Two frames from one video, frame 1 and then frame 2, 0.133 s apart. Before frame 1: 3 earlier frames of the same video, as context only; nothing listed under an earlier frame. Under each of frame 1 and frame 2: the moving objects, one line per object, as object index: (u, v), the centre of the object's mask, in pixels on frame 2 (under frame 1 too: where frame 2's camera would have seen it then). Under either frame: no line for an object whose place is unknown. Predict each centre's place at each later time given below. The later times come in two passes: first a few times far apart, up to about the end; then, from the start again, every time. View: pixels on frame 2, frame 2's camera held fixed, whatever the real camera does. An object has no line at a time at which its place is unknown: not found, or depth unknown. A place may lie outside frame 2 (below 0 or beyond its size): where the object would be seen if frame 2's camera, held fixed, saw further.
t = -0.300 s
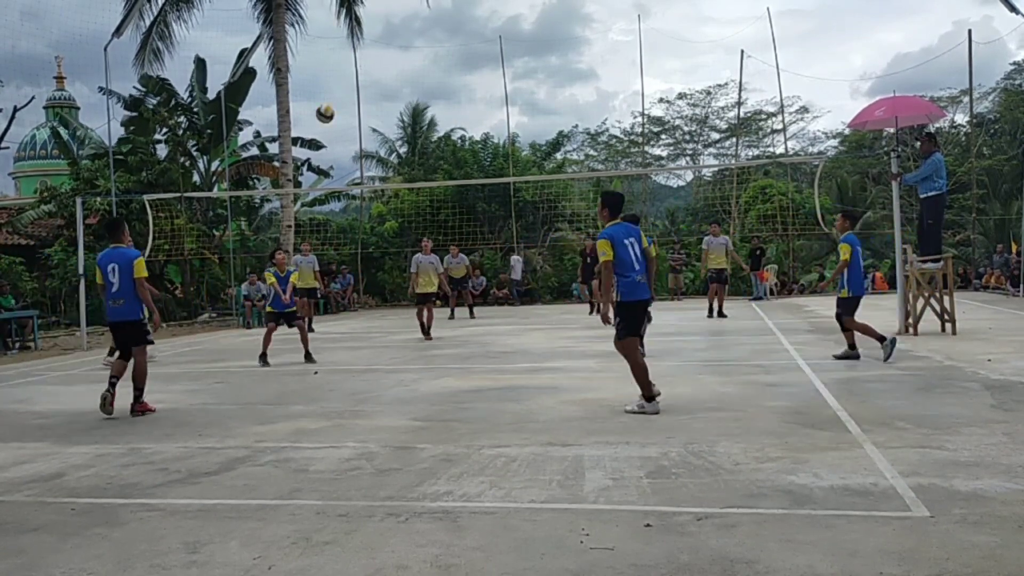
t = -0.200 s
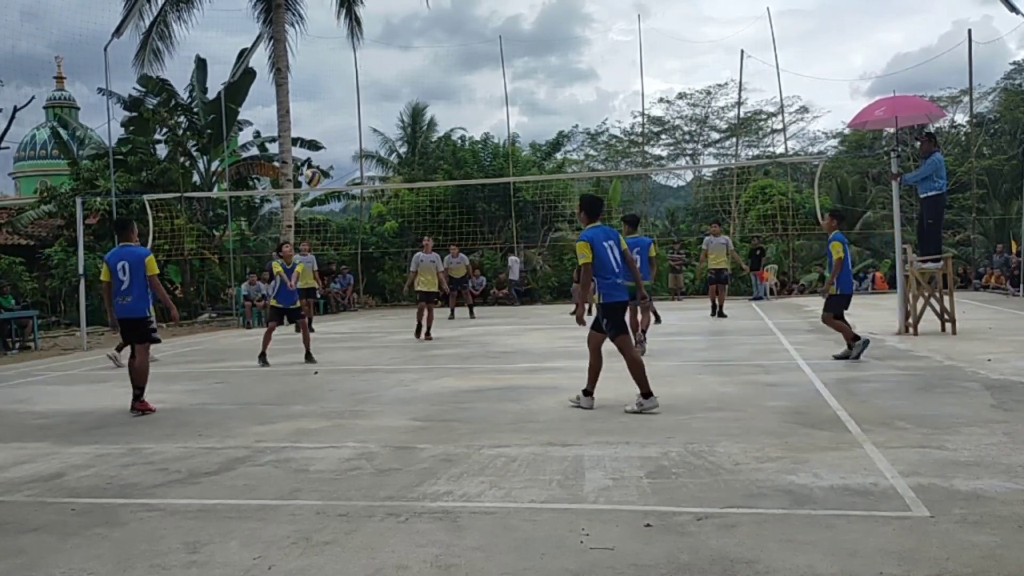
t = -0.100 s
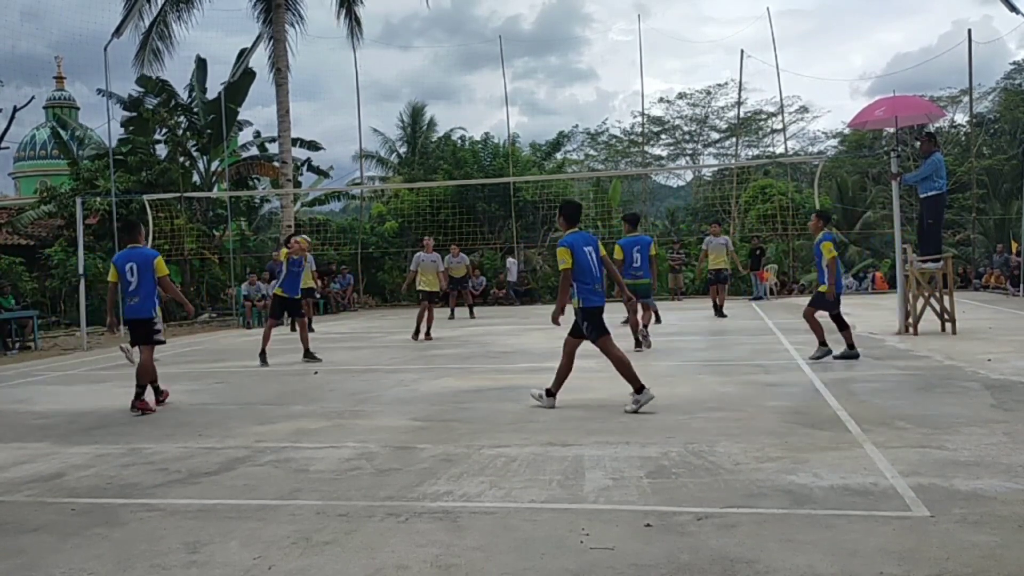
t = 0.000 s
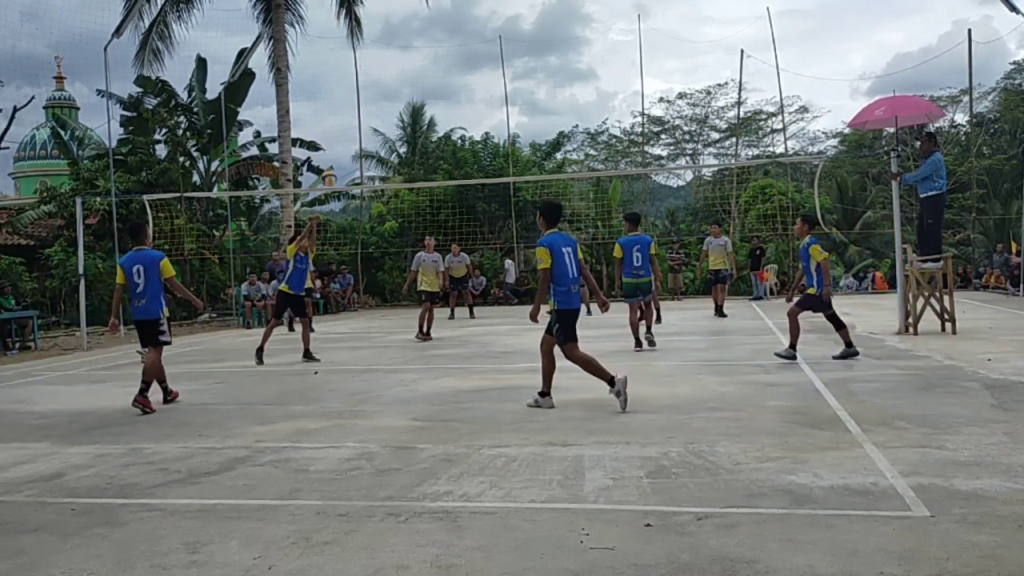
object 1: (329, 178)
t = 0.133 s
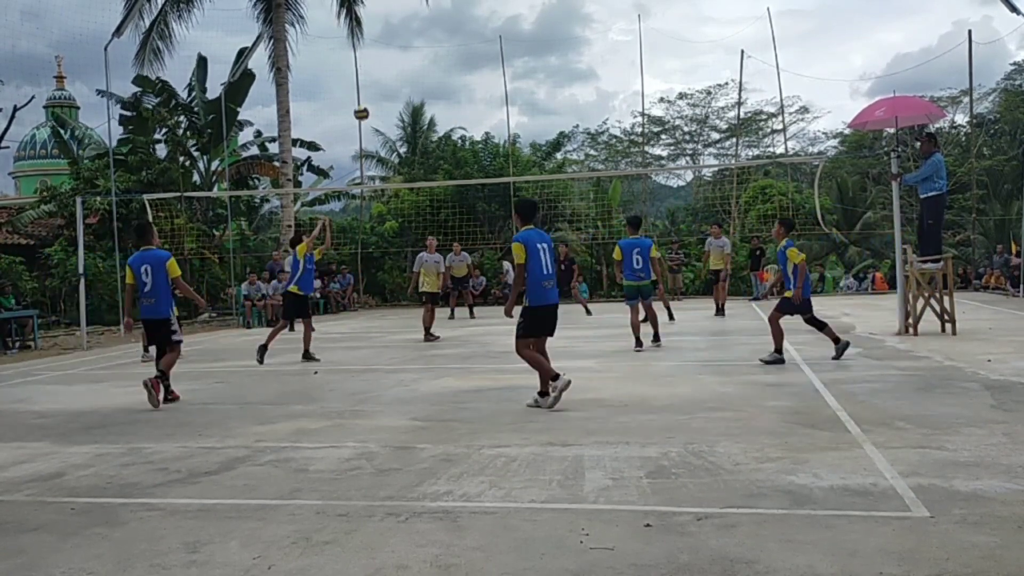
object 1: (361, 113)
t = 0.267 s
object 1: (390, 68)
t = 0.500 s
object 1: (435, 30)
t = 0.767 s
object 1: (478, 34)
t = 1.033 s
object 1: (514, 75)
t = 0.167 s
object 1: (369, 100)
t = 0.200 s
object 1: (376, 88)
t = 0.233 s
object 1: (383, 78)
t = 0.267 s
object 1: (390, 68)
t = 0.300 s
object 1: (397, 60)
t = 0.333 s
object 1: (404, 53)
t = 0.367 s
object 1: (411, 46)
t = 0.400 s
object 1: (417, 41)
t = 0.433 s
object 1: (423, 37)
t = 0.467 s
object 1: (429, 33)
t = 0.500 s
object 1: (435, 30)
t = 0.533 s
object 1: (441, 28)
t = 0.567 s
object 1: (446, 27)
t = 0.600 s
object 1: (452, 26)
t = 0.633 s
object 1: (457, 27)
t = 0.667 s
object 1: (463, 27)
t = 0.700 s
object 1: (468, 29)
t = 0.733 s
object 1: (473, 31)
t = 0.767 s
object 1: (478, 34)
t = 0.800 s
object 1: (482, 37)
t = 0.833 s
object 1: (487, 41)
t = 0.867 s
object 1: (492, 46)
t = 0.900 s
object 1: (496, 50)
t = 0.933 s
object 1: (501, 56)
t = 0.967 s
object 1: (505, 62)
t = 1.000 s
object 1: (509, 68)
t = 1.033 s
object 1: (514, 75)
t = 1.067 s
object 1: (518, 82)
